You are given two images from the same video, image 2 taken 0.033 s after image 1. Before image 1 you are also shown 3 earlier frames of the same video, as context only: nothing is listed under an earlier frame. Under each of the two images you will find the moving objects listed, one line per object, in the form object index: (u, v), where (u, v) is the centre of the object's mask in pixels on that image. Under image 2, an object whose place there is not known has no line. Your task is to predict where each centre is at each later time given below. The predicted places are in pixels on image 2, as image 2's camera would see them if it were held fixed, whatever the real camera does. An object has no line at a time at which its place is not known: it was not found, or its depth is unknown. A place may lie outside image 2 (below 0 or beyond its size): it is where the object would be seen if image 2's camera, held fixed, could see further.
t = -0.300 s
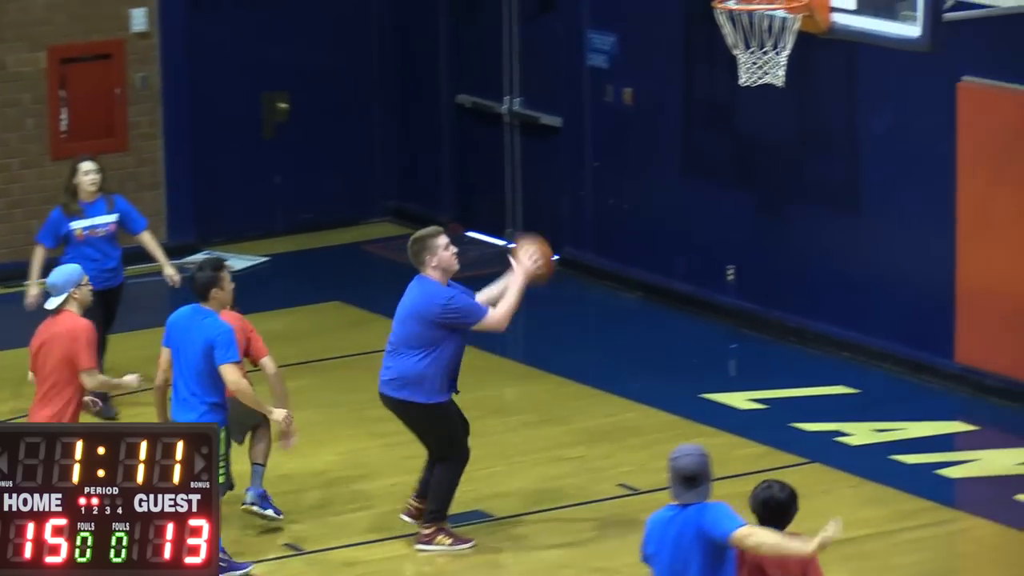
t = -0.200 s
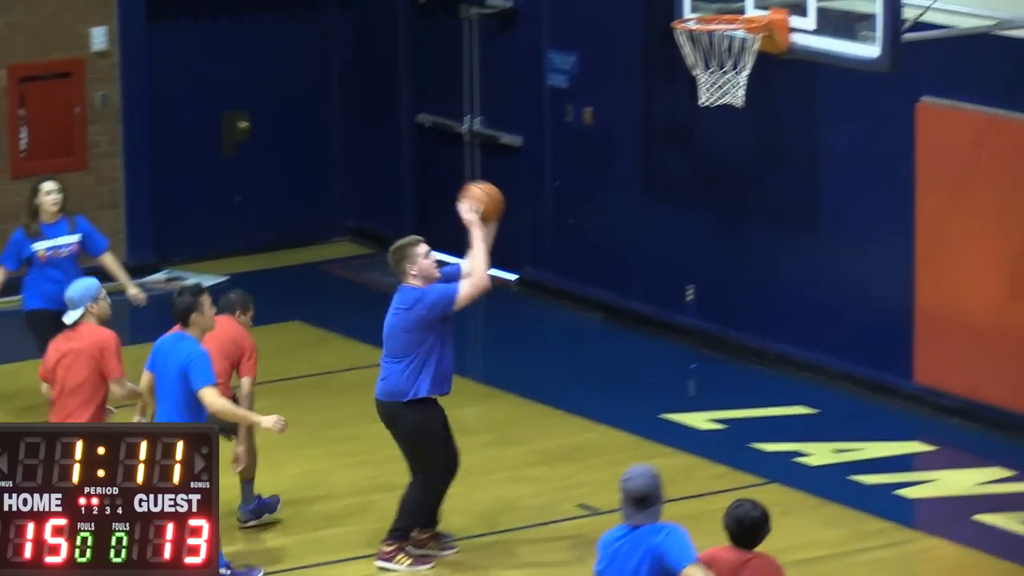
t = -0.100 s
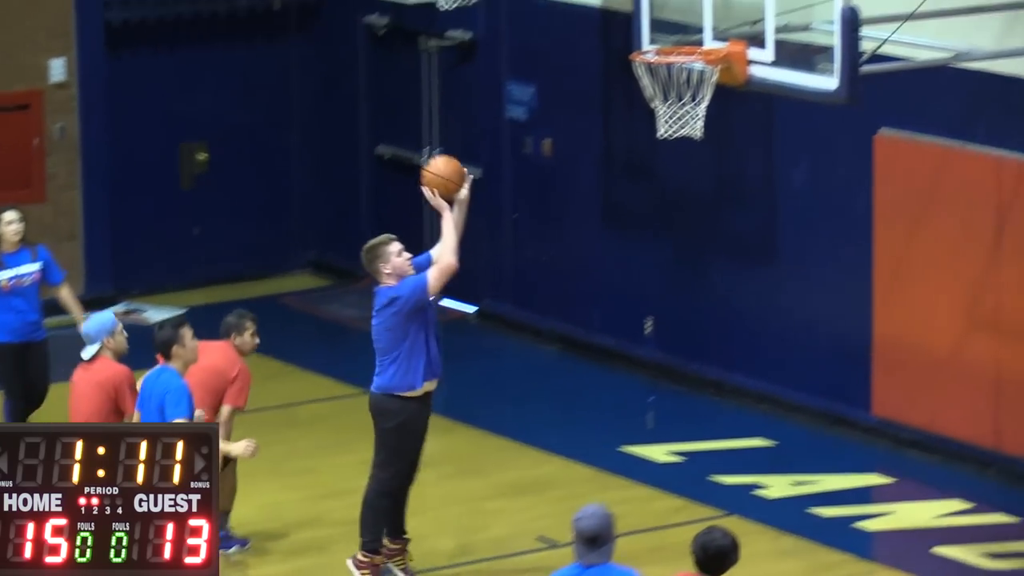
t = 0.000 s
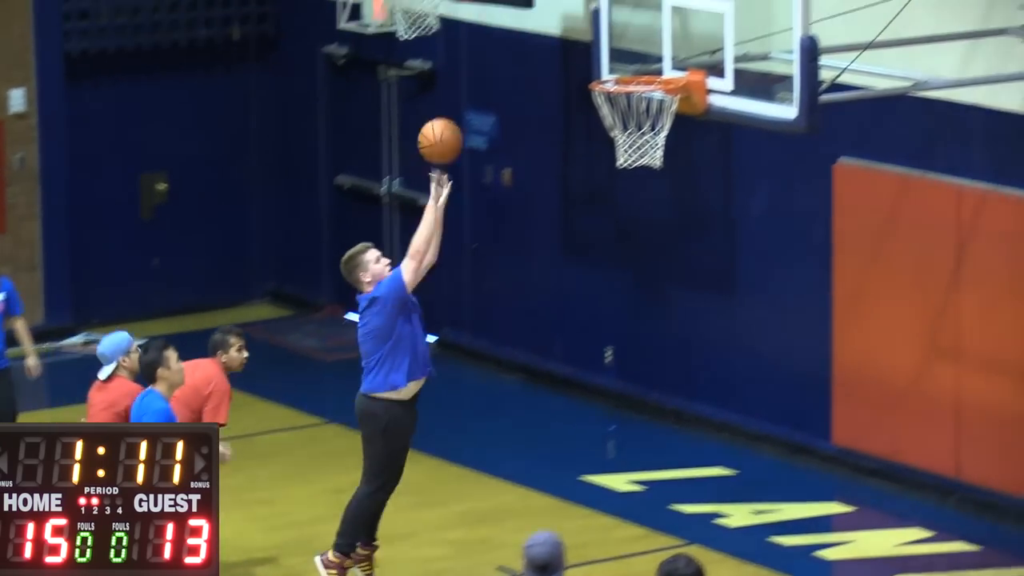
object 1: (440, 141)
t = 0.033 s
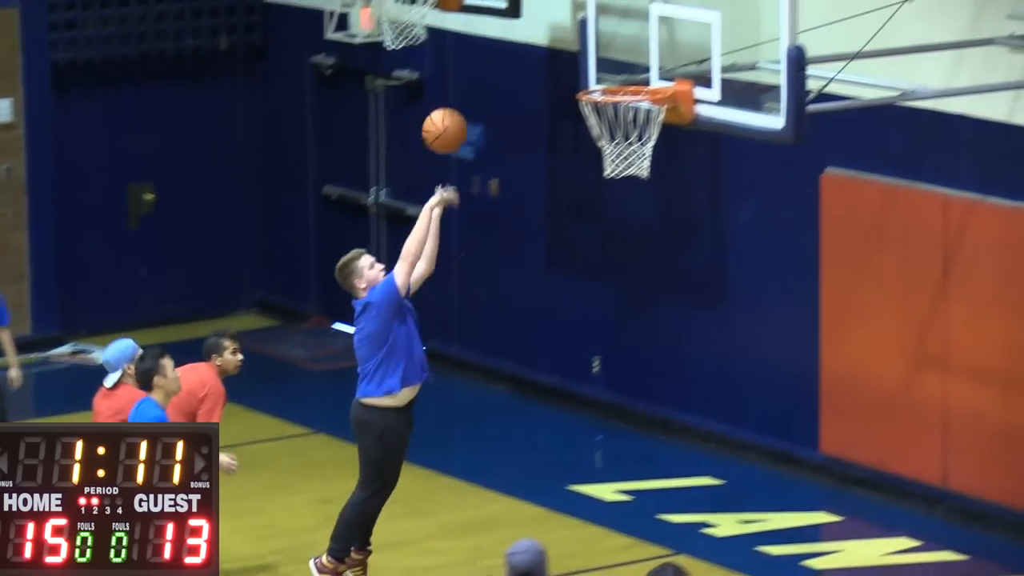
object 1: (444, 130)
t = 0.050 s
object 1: (453, 122)
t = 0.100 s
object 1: (480, 96)
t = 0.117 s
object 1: (489, 89)
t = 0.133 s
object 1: (498, 82)
